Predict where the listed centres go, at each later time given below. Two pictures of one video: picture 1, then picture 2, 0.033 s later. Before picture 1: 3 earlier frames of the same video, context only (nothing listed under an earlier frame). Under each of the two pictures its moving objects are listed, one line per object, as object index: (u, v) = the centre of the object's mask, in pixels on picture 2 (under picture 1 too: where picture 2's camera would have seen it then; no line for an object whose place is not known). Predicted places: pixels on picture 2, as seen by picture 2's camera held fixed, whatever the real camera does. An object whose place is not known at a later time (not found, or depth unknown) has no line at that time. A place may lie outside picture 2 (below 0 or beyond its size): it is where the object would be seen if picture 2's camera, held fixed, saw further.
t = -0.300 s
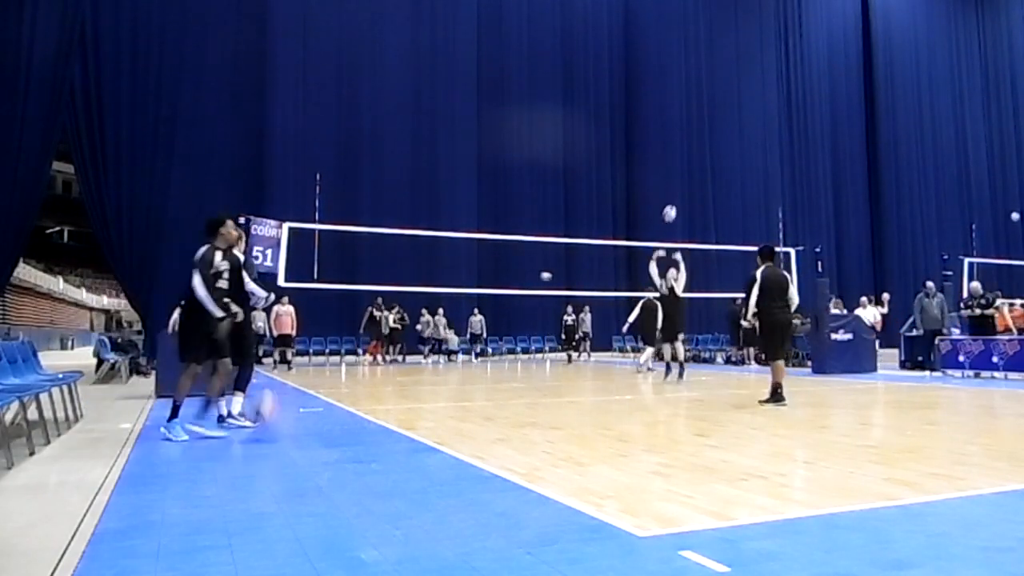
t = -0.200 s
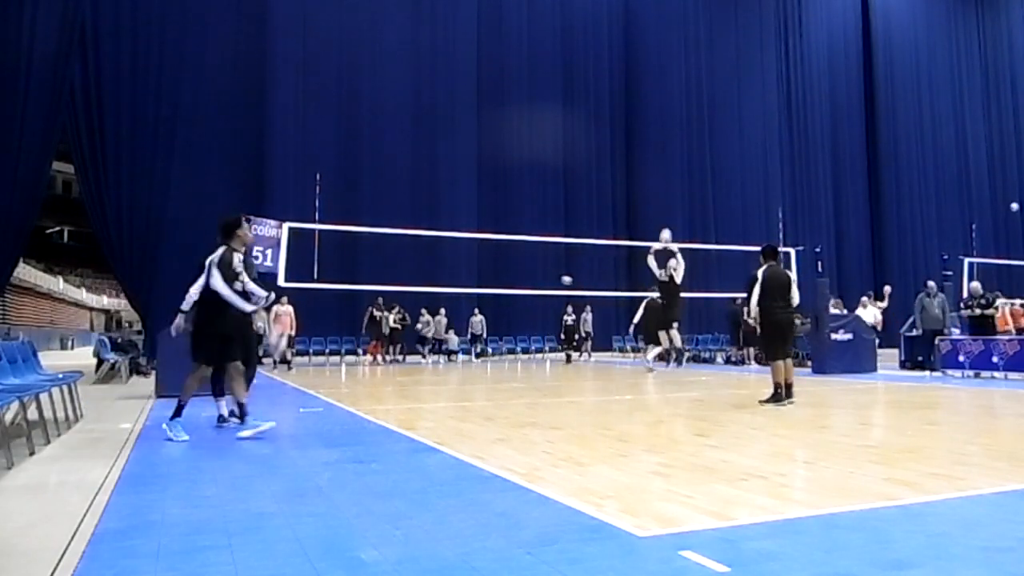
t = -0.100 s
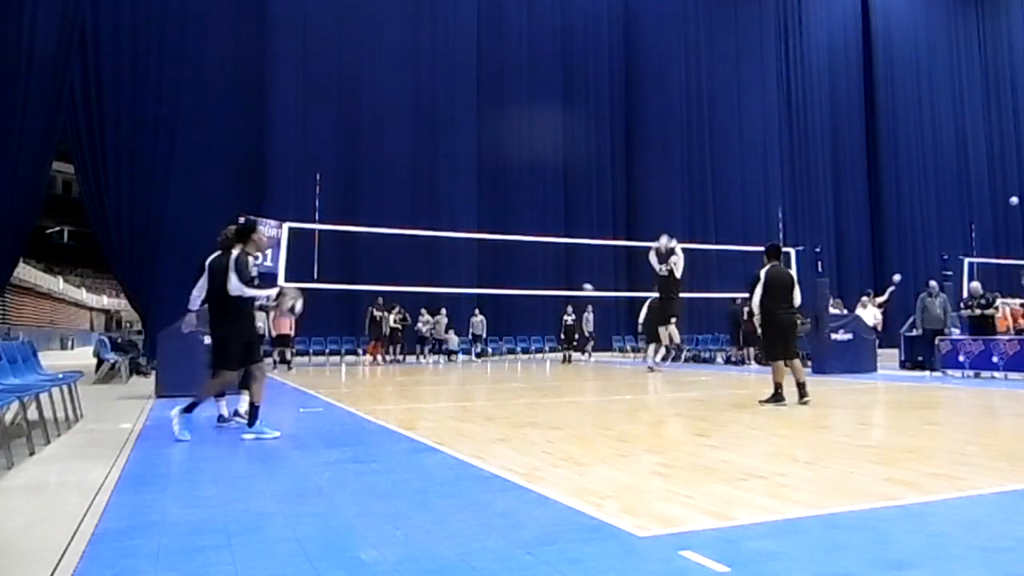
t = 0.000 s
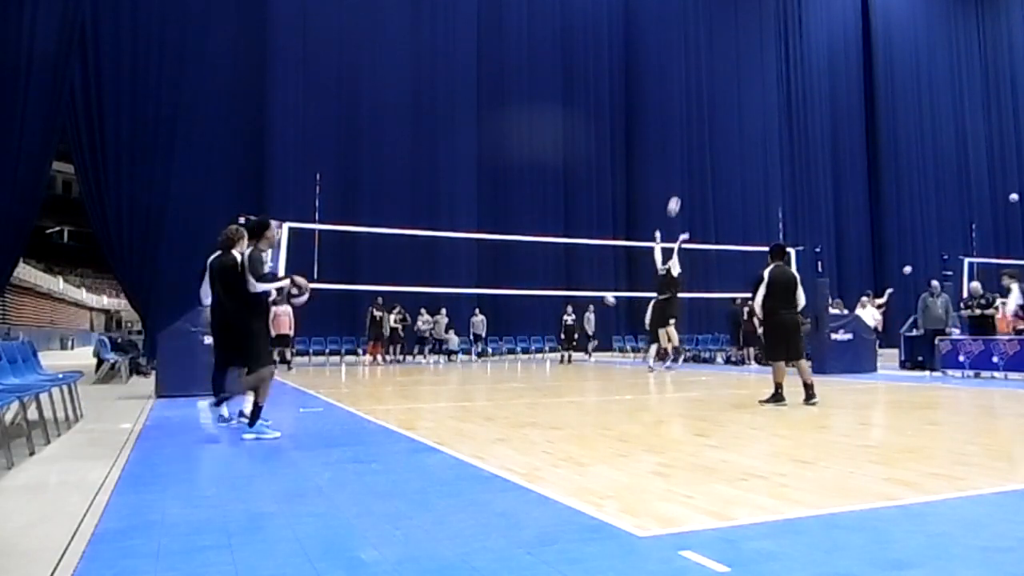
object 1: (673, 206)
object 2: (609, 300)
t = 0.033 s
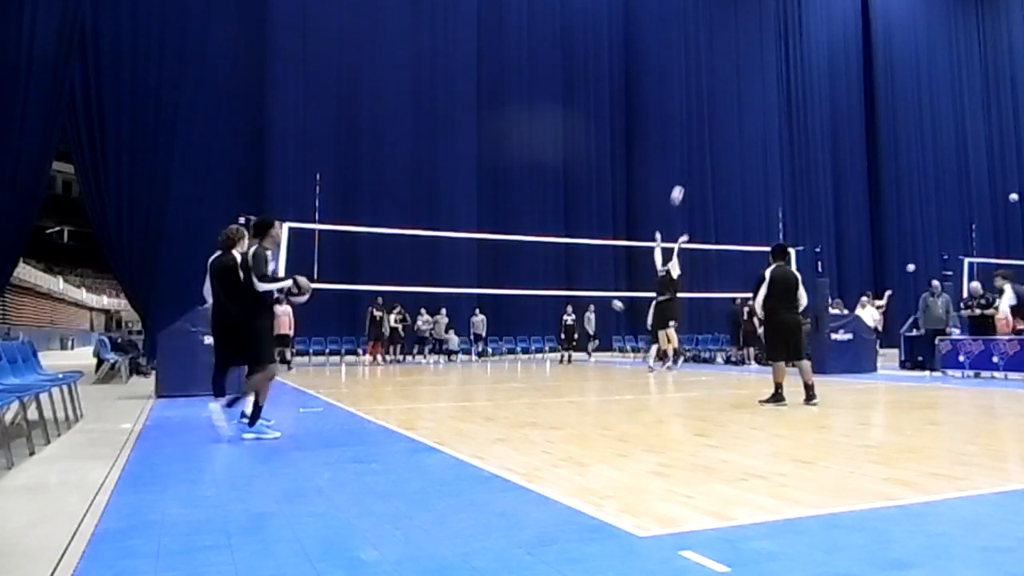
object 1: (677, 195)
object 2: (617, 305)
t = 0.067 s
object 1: (680, 184)
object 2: (624, 310)
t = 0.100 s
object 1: (683, 174)
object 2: (632, 316)
